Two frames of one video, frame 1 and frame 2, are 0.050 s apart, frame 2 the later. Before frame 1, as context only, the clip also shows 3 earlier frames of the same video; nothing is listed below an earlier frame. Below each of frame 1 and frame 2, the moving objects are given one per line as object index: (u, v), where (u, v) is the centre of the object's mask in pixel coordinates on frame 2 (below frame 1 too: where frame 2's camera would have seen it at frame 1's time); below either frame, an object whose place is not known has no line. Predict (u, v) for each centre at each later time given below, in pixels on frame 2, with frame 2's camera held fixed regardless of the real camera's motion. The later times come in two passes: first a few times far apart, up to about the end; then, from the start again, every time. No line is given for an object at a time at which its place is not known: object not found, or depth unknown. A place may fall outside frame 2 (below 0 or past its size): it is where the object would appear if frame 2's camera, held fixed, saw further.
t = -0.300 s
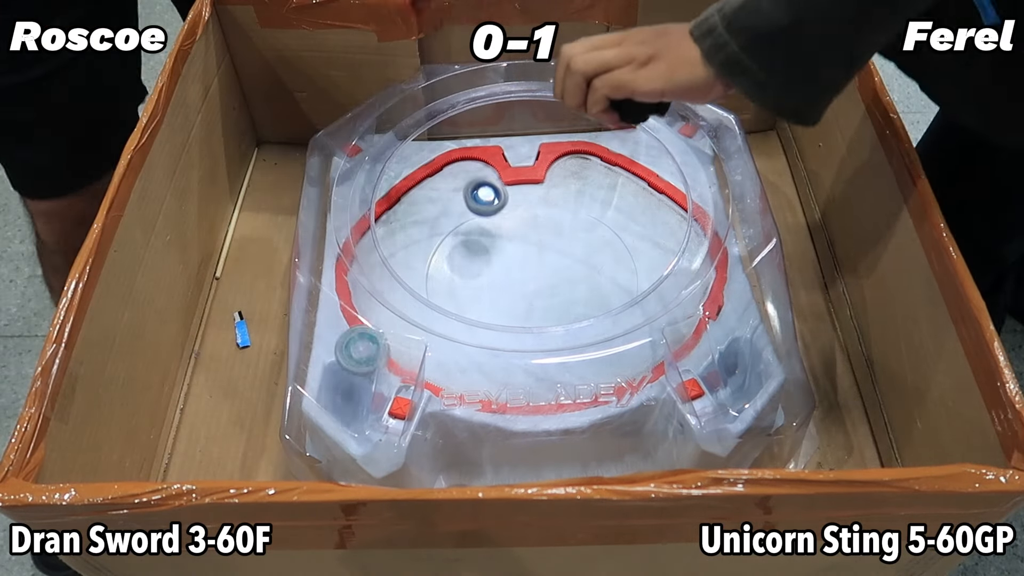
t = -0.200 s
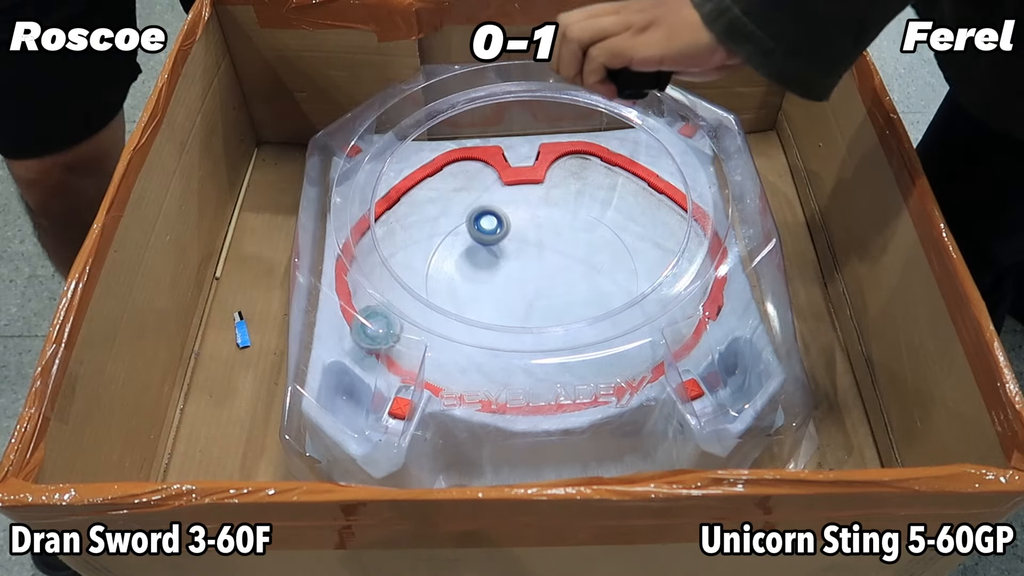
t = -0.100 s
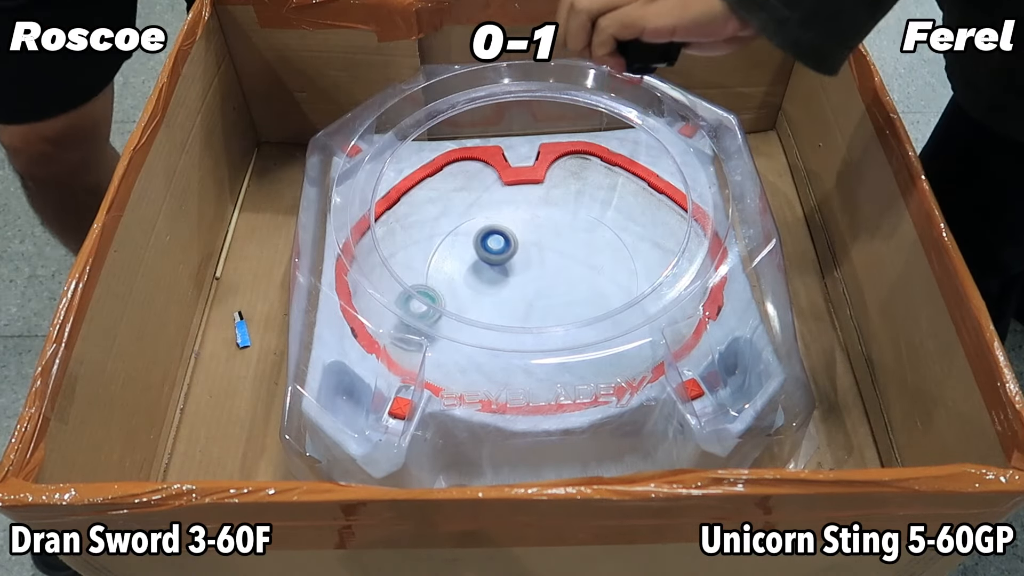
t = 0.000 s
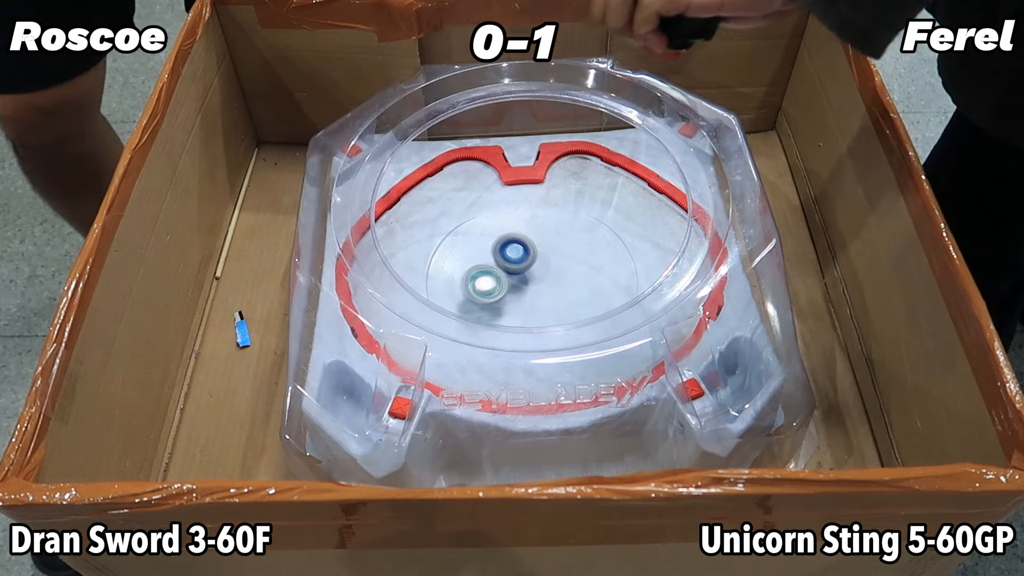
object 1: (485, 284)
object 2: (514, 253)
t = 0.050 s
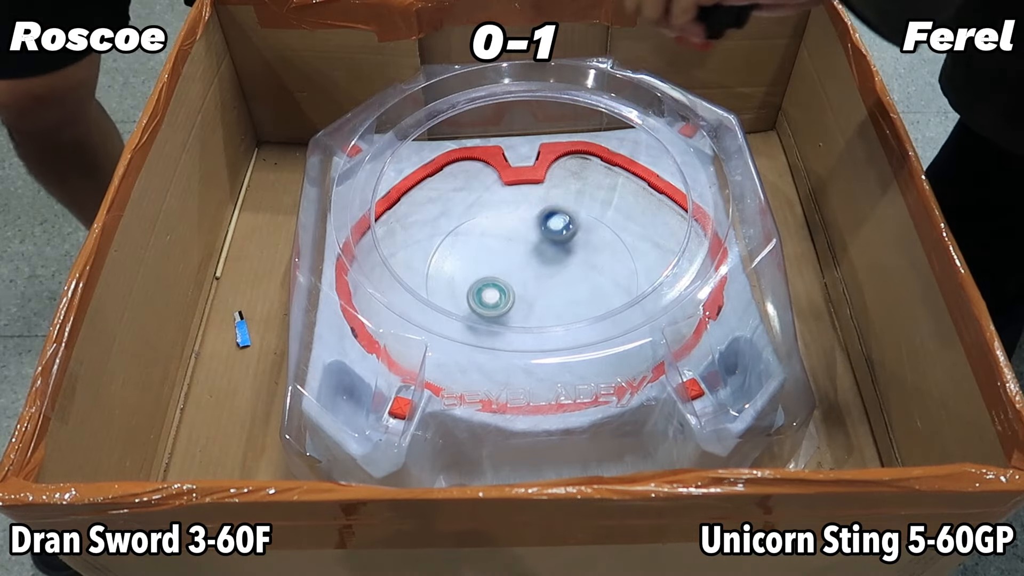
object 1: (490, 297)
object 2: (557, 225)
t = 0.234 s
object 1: (556, 316)
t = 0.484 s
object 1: (627, 237)
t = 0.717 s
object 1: (481, 183)
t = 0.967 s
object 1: (433, 264)
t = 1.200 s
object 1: (613, 352)
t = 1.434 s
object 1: (551, 181)
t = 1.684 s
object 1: (537, 335)
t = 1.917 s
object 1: (600, 292)
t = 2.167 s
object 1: (606, 174)
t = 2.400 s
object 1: (550, 210)
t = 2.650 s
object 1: (547, 379)
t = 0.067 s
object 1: (493, 302)
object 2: (570, 213)
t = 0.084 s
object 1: (497, 306)
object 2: (583, 202)
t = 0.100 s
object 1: (501, 309)
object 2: (594, 189)
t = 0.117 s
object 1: (506, 311)
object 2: (605, 178)
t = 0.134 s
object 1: (512, 313)
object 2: (615, 169)
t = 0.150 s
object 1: (518, 315)
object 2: (624, 160)
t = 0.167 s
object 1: (525, 316)
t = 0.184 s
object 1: (532, 316)
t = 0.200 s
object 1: (540, 317)
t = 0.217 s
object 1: (548, 317)
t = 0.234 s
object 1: (556, 316)
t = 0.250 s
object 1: (565, 315)
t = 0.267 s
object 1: (574, 313)
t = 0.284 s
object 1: (582, 311)
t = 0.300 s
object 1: (591, 308)
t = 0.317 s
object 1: (599, 305)
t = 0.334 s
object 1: (608, 301)
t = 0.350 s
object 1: (616, 297)
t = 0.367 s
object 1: (624, 291)
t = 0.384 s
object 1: (631, 284)
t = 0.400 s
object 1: (635, 277)
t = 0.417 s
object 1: (637, 271)
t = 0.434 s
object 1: (638, 265)
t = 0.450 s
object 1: (635, 253)
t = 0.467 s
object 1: (632, 245)
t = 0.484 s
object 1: (627, 237)
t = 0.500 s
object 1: (621, 229)
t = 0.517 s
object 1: (613, 222)
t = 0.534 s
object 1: (605, 214)
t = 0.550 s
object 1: (595, 206)
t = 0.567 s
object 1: (583, 202)
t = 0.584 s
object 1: (570, 197)
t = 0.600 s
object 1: (557, 193)
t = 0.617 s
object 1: (545, 190)
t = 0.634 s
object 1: (532, 186)
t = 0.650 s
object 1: (521, 184)
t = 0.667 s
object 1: (510, 183)
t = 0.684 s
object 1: (500, 182)
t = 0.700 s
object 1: (490, 183)
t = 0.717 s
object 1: (481, 183)
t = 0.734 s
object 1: (473, 184)
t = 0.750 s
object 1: (464, 187)
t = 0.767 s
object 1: (457, 189)
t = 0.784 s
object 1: (450, 193)
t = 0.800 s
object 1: (445, 196)
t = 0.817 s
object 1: (440, 201)
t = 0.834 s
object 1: (436, 206)
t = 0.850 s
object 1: (432, 211)
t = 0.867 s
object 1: (430, 217)
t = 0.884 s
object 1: (429, 224)
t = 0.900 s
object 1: (428, 230)
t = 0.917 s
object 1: (428, 237)
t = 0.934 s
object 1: (429, 244)
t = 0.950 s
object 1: (431, 253)
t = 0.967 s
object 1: (433, 264)
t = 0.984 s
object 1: (438, 272)
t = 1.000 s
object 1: (443, 282)
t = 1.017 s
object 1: (450, 292)
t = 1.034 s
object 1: (459, 301)
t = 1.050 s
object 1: (469, 312)
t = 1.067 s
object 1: (480, 323)
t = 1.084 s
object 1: (494, 328)
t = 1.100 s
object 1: (507, 339)
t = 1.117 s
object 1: (522, 347)
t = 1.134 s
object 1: (539, 349)
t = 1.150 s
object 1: (556, 350)
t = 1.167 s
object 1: (576, 350)
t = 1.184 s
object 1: (595, 356)
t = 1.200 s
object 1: (613, 352)
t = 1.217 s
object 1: (633, 351)
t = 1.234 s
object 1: (648, 347)
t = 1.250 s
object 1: (665, 338)
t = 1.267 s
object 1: (680, 327)
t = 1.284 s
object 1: (698, 304)
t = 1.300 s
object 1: (710, 293)
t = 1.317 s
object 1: (713, 270)
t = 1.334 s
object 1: (697, 232)
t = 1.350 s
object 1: (688, 206)
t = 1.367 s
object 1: (659, 180)
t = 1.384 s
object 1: (628, 163)
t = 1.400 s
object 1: (596, 147)
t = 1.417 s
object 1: (561, 152)
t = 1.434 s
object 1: (551, 181)
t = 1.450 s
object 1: (546, 215)
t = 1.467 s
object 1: (541, 252)
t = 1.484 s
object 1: (536, 281)
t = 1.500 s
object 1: (529, 304)
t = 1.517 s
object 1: (523, 338)
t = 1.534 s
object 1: (519, 361)
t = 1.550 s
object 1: (515, 383)
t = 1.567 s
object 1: (516, 379)
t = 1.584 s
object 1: (519, 366)
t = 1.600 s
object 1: (522, 354)
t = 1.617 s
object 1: (525, 344)
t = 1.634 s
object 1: (528, 335)
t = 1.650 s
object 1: (531, 330)
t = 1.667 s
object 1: (534, 331)
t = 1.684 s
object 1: (537, 335)
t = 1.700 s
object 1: (540, 340)
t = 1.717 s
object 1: (543, 349)
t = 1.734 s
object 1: (546, 355)
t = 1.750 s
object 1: (548, 367)
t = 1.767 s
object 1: (552, 367)
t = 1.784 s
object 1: (558, 353)
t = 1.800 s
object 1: (562, 338)
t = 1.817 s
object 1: (570, 326)
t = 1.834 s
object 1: (576, 316)
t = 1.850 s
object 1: (581, 308)
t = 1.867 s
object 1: (586, 300)
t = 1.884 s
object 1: (591, 295)
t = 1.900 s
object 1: (596, 292)
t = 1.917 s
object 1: (600, 292)
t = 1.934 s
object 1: (604, 291)
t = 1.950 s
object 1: (608, 291)
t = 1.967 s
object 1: (612, 283)
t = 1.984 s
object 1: (615, 271)
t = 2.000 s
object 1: (617, 261)
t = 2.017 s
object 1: (618, 253)
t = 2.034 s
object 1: (620, 248)
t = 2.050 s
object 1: (620, 238)
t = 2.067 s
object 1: (619, 226)
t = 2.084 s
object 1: (618, 216)
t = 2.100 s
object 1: (616, 206)
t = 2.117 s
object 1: (613, 197)
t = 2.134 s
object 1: (611, 189)
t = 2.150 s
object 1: (609, 181)
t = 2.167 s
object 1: (606, 174)
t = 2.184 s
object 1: (604, 167)
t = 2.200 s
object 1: (601, 161)
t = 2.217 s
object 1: (598, 156)
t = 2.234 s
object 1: (595, 151)
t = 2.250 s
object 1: (591, 146)
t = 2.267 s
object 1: (587, 142)
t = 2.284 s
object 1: (581, 142)
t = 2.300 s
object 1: (573, 143)
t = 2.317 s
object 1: (565, 147)
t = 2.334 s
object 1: (557, 150)
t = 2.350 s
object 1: (553, 159)
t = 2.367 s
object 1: (553, 173)
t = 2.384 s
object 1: (551, 191)
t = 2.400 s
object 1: (550, 210)
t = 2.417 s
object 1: (549, 228)
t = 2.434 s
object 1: (547, 245)
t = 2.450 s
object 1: (544, 262)
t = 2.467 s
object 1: (542, 277)
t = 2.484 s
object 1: (540, 292)
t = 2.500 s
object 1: (538, 305)
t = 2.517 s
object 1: (536, 312)
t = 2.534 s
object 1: (534, 329)
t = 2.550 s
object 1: (533, 341)
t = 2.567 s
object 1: (533, 352)
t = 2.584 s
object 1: (533, 358)
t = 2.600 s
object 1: (533, 369)
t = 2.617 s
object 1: (534, 377)
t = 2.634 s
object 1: (533, 385)
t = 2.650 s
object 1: (547, 379)
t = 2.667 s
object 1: (564, 368)
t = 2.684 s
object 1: (580, 361)
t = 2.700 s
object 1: (597, 356)
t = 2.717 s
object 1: (610, 352)
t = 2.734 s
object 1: (624, 342)
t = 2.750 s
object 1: (637, 335)
